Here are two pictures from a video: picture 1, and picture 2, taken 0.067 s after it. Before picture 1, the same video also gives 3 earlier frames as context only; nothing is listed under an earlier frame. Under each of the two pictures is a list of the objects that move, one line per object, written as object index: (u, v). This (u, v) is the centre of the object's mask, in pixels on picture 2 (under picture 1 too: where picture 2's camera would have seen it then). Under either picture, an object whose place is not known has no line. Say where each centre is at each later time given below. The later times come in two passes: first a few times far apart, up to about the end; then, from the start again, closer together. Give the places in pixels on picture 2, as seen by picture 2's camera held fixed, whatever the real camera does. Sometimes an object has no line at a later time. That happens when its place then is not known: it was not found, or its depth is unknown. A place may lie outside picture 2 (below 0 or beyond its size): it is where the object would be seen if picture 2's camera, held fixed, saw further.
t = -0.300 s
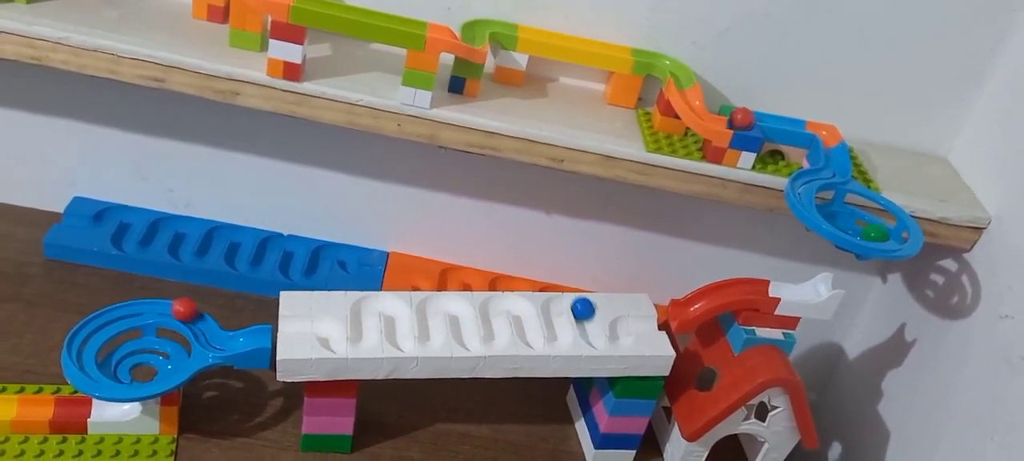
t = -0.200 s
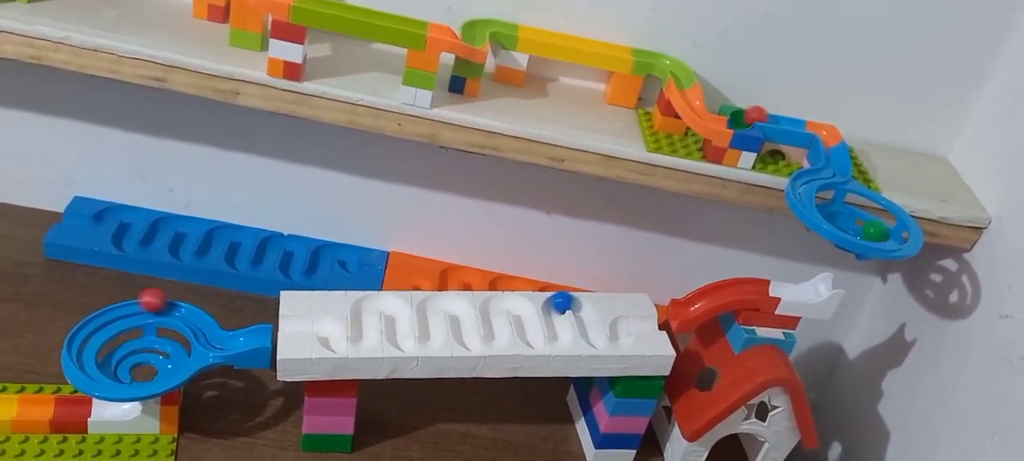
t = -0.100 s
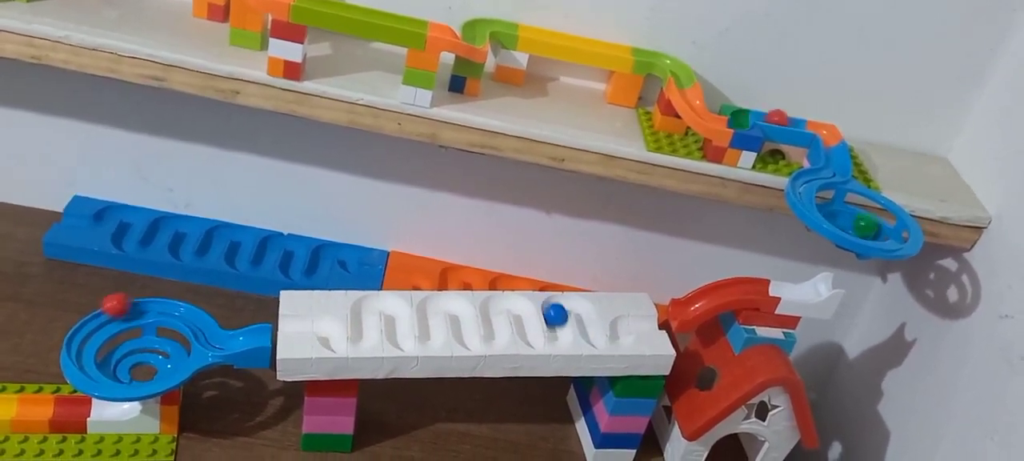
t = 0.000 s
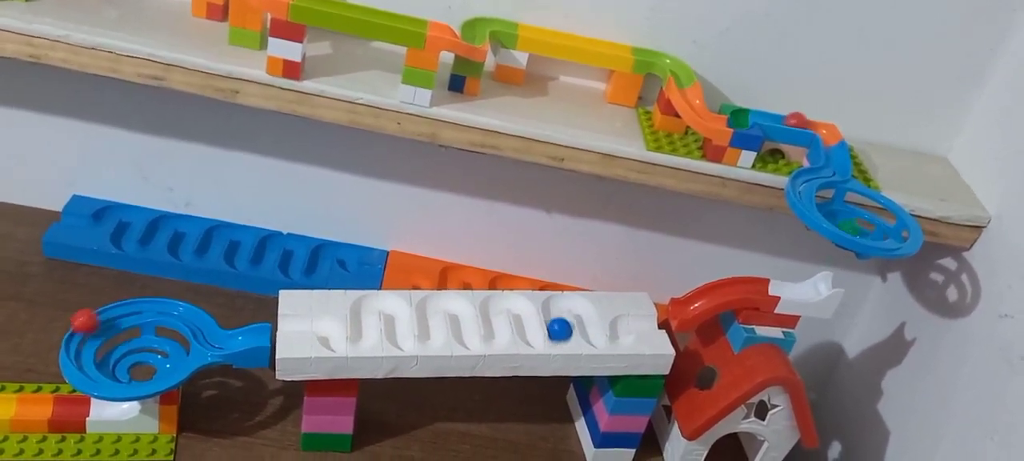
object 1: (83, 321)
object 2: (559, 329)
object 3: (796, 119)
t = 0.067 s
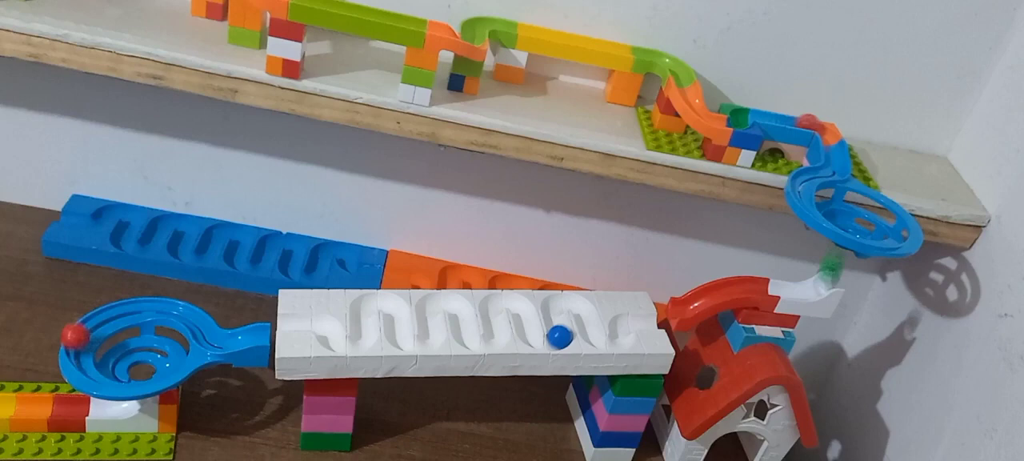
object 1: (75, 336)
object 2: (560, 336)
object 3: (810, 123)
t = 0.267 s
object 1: (131, 373)
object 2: (529, 332)
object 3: (833, 140)
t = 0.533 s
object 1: (153, 332)
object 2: (506, 298)
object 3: (825, 166)
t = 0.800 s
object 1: (142, 371)
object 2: (496, 332)
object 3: (805, 188)
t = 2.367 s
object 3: (868, 229)
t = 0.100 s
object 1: (75, 344)
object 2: (557, 339)
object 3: (815, 124)
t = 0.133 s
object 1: (79, 352)
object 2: (551, 340)
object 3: (821, 127)
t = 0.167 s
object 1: (88, 360)
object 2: (545, 340)
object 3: (828, 132)
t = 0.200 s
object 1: (101, 368)
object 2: (538, 339)
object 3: (830, 135)
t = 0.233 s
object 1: (114, 372)
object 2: (532, 335)
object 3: (831, 137)
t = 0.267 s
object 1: (131, 373)
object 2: (529, 332)
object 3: (833, 140)
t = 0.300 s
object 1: (142, 372)
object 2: (527, 327)
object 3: (834, 142)
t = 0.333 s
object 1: (156, 368)
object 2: (526, 322)
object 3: (835, 147)
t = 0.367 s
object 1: (166, 362)
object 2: (524, 317)
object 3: (836, 151)
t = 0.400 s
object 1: (173, 355)
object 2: (523, 312)
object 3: (838, 157)
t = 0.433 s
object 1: (175, 347)
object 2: (522, 308)
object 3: (840, 163)
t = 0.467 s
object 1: (172, 340)
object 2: (519, 304)
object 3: (838, 165)
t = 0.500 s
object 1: (165, 335)
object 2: (514, 301)
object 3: (832, 166)
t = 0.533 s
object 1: (153, 332)
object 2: (506, 298)
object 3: (825, 166)
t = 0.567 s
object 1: (140, 332)
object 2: (499, 299)
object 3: (818, 167)
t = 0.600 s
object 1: (126, 336)
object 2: (493, 302)
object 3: (813, 167)
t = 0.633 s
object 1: (113, 345)
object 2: (490, 306)
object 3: (809, 169)
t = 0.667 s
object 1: (108, 353)
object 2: (491, 310)
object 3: (806, 173)
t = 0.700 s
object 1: (108, 362)
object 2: (493, 316)
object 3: (804, 175)
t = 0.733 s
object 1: (116, 371)
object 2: (494, 321)
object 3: (804, 179)
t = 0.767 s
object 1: (134, 373)
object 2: (495, 326)
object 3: (804, 183)
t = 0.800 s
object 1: (142, 371)
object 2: (496, 332)
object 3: (805, 188)
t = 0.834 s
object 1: (149, 367)
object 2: (495, 335)
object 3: (808, 192)
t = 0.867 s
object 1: (157, 362)
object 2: (492, 338)
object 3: (812, 196)
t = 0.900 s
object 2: (486, 341)
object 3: (818, 202)
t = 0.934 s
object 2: (478, 341)
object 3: (824, 207)
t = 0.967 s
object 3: (831, 211)
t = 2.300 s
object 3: (857, 227)
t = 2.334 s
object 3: (862, 228)
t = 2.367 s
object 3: (868, 229)
